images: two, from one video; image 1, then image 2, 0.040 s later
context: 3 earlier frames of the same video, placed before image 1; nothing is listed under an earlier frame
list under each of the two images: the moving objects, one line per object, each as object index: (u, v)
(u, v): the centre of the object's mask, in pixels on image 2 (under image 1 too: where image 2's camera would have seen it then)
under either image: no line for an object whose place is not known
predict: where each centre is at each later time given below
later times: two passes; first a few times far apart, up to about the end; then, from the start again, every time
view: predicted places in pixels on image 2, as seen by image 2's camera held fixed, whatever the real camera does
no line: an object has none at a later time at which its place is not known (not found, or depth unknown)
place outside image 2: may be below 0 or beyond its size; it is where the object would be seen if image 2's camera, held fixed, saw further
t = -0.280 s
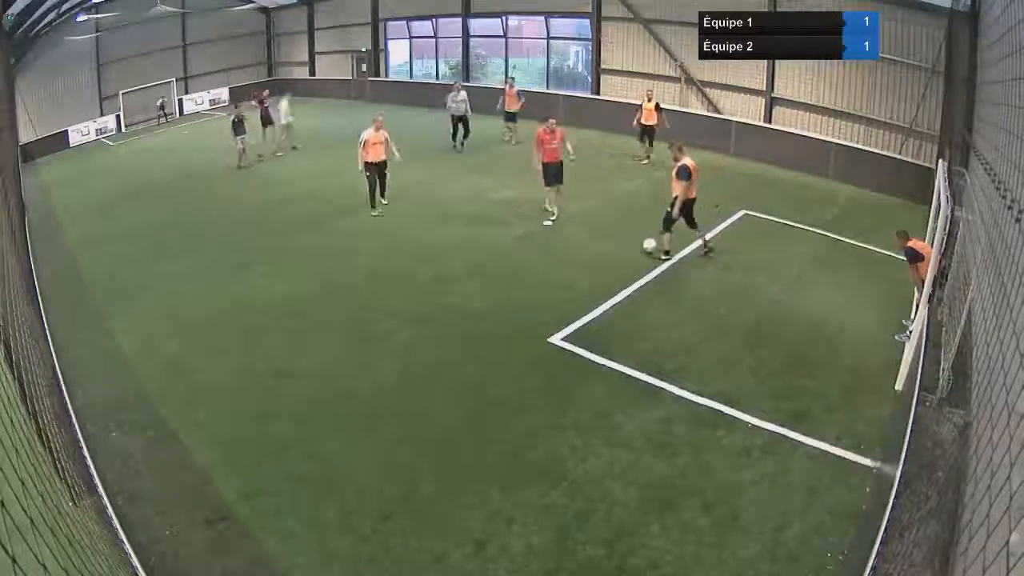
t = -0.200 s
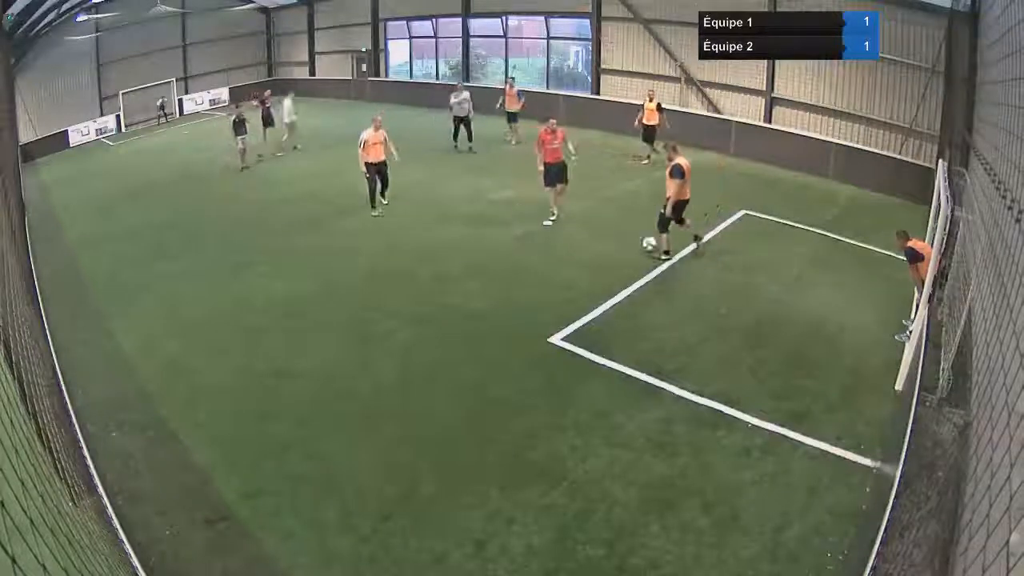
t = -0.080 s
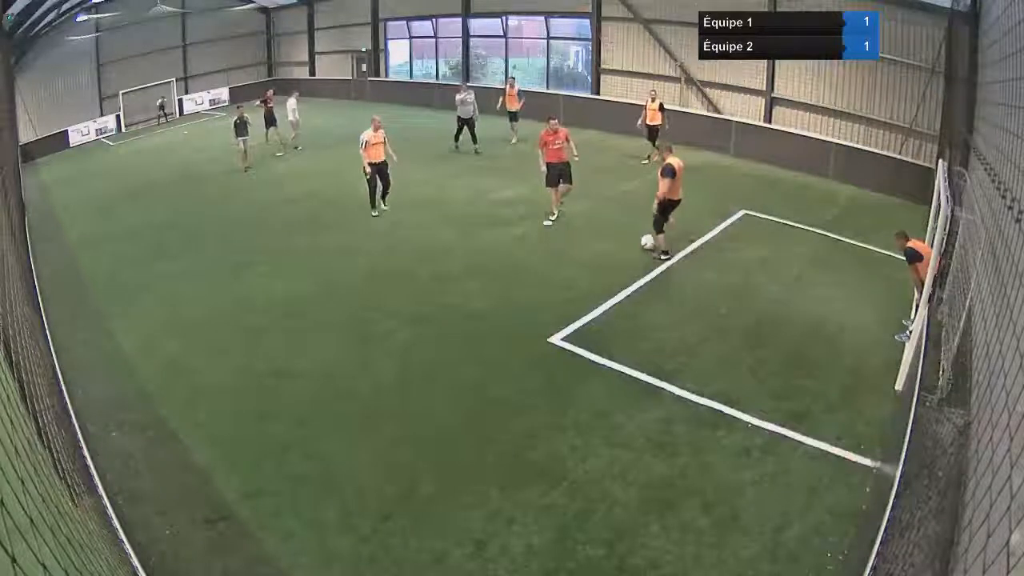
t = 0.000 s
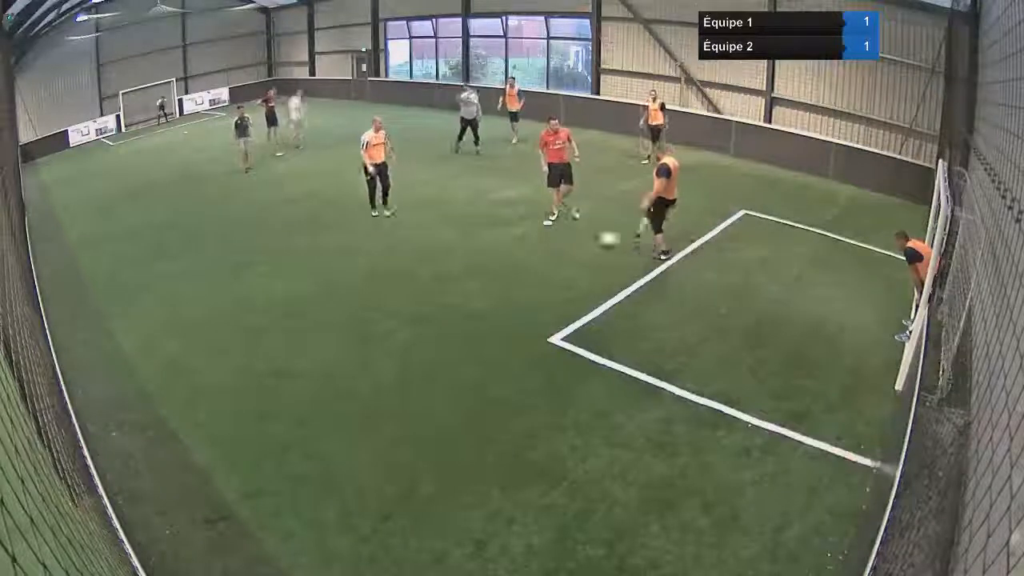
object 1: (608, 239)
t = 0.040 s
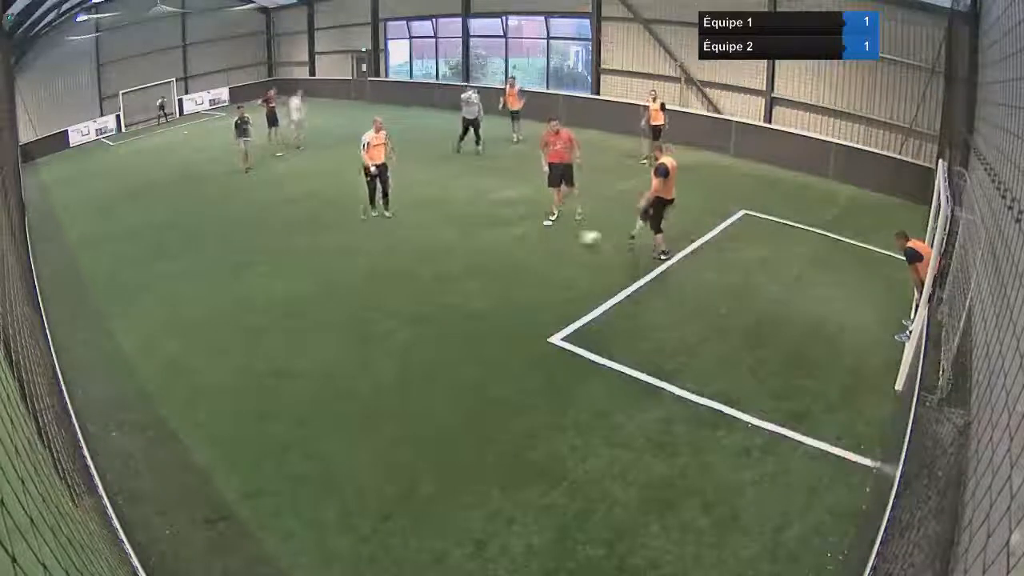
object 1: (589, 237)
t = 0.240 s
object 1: (497, 237)
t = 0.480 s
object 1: (410, 234)
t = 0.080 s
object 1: (571, 238)
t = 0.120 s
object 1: (551, 237)
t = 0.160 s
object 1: (533, 236)
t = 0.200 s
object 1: (515, 237)
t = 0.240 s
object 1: (497, 237)
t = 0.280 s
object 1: (482, 236)
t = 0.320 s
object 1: (466, 235)
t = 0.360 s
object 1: (451, 235)
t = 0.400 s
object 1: (437, 234)
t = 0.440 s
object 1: (423, 233)
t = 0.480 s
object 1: (410, 234)
